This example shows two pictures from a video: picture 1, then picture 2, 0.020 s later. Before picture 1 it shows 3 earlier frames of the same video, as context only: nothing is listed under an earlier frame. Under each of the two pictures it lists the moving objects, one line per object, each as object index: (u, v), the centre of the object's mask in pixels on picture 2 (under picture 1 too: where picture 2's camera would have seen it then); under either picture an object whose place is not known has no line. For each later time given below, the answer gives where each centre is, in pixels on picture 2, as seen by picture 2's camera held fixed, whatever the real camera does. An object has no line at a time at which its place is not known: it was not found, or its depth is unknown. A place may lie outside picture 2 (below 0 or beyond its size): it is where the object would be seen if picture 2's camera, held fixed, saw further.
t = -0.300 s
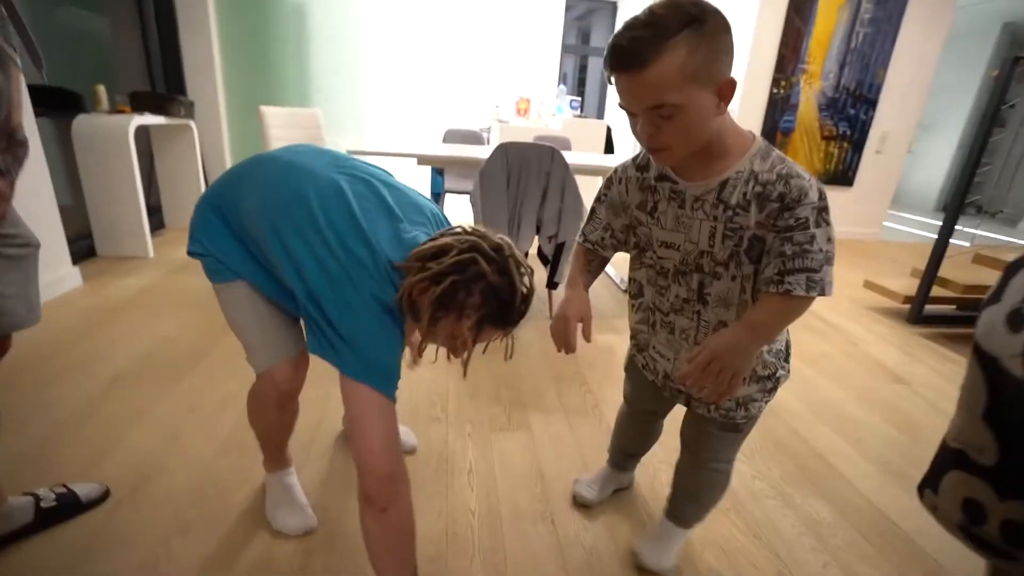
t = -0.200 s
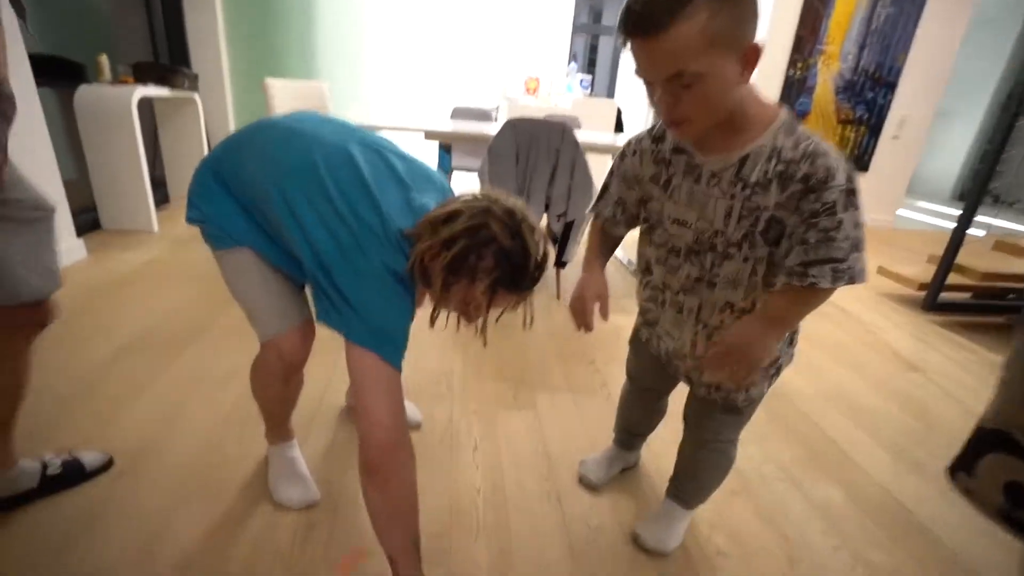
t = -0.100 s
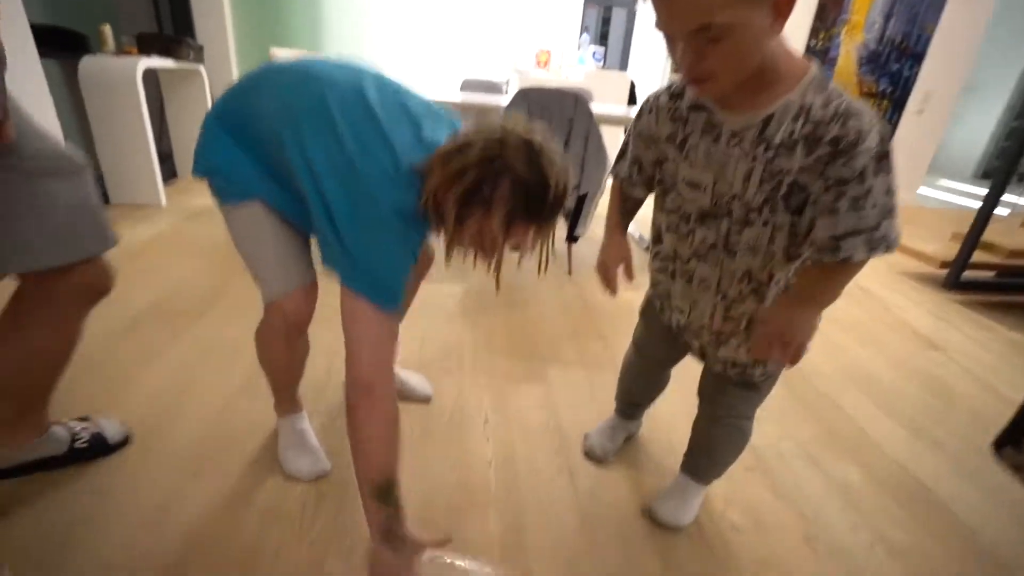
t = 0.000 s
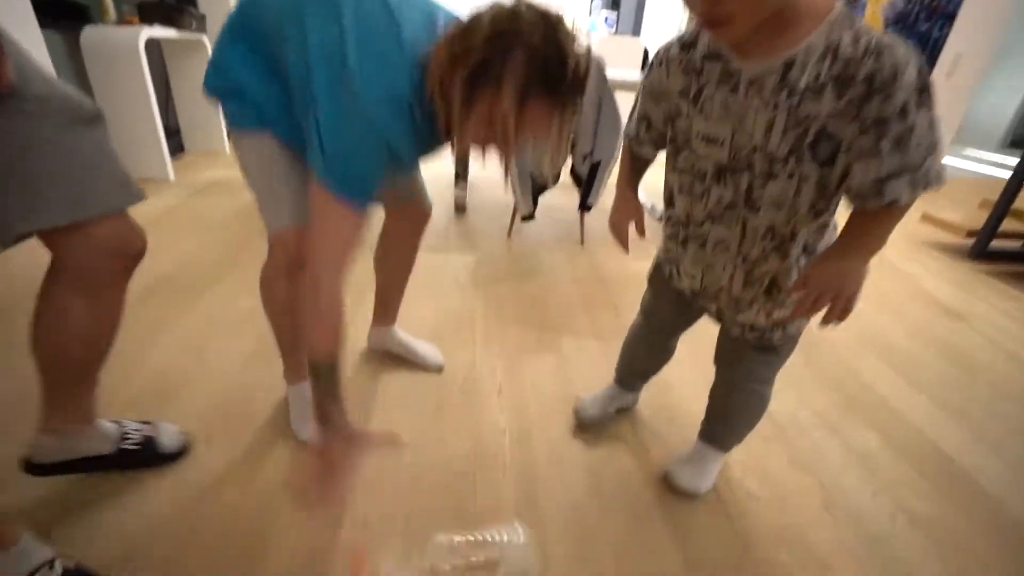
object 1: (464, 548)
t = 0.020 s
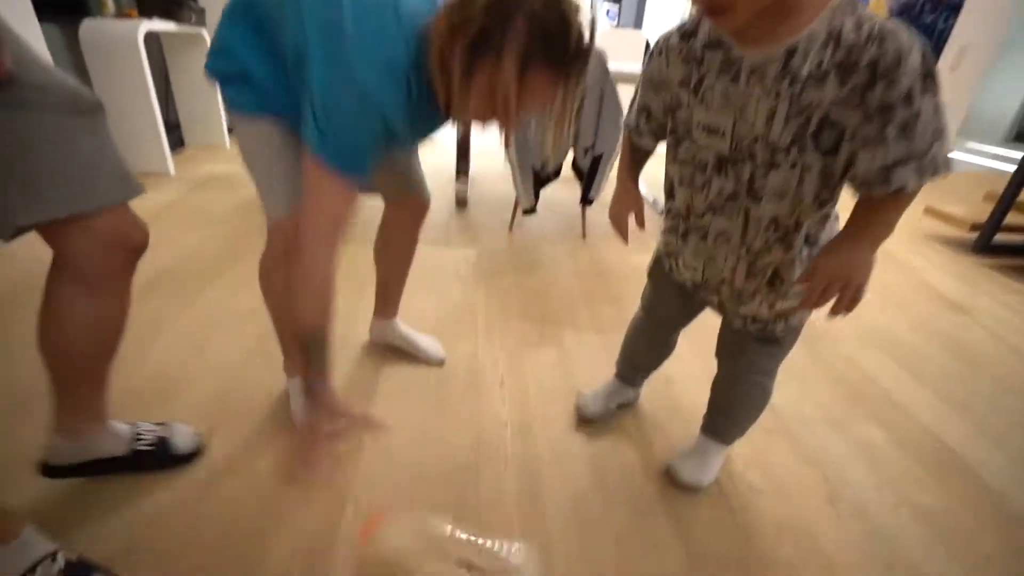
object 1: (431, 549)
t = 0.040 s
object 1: (439, 541)
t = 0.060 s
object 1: (447, 535)
